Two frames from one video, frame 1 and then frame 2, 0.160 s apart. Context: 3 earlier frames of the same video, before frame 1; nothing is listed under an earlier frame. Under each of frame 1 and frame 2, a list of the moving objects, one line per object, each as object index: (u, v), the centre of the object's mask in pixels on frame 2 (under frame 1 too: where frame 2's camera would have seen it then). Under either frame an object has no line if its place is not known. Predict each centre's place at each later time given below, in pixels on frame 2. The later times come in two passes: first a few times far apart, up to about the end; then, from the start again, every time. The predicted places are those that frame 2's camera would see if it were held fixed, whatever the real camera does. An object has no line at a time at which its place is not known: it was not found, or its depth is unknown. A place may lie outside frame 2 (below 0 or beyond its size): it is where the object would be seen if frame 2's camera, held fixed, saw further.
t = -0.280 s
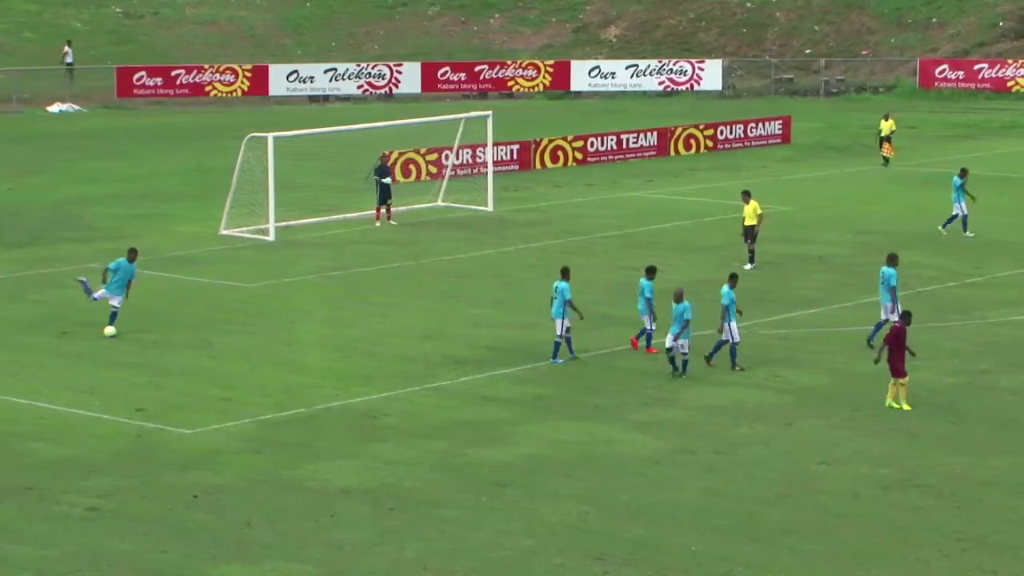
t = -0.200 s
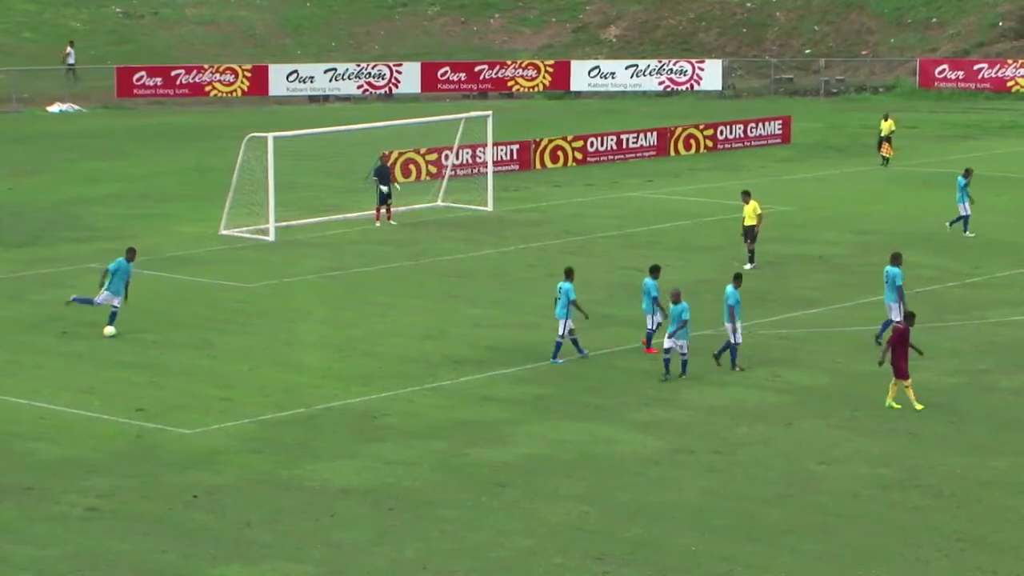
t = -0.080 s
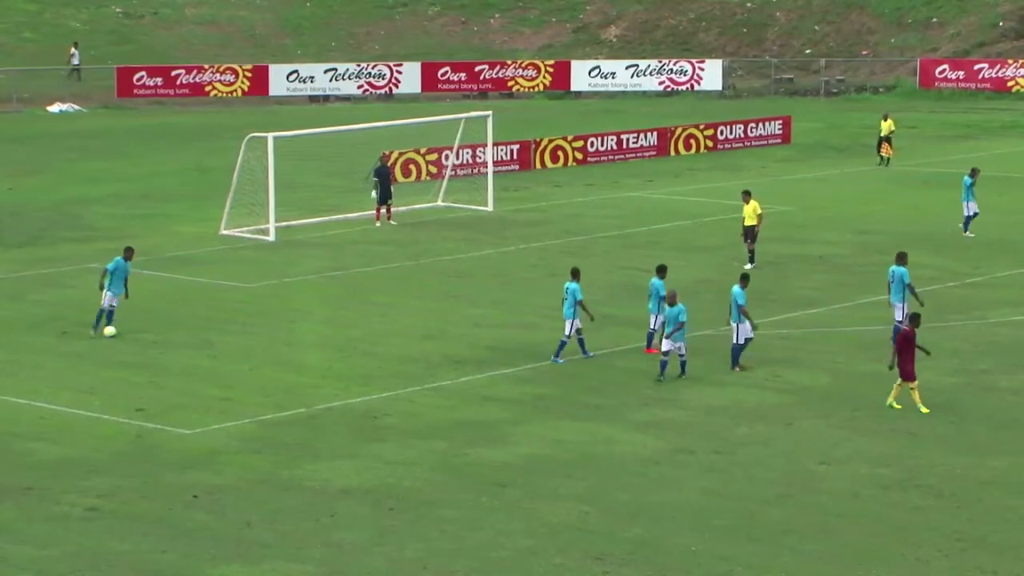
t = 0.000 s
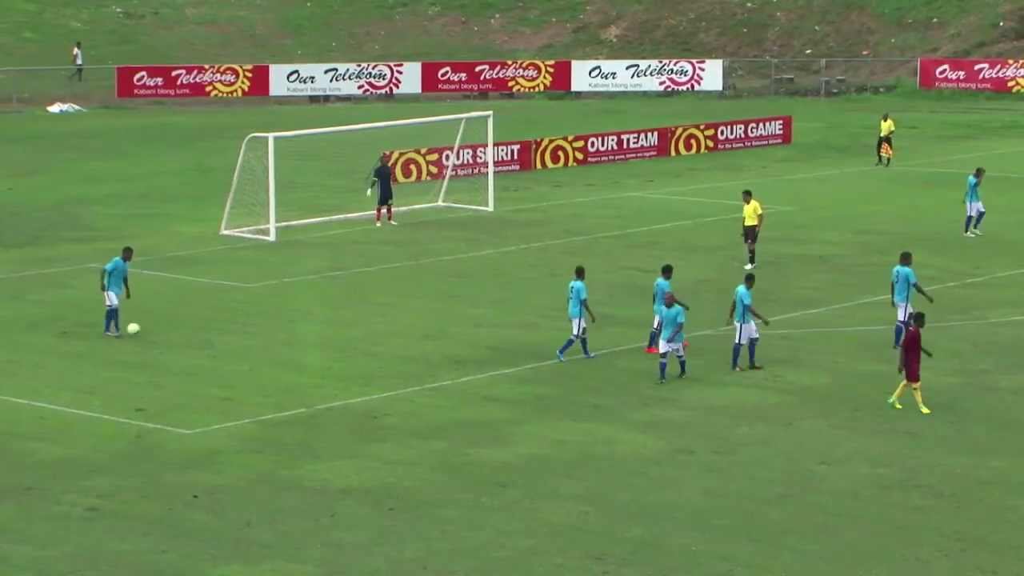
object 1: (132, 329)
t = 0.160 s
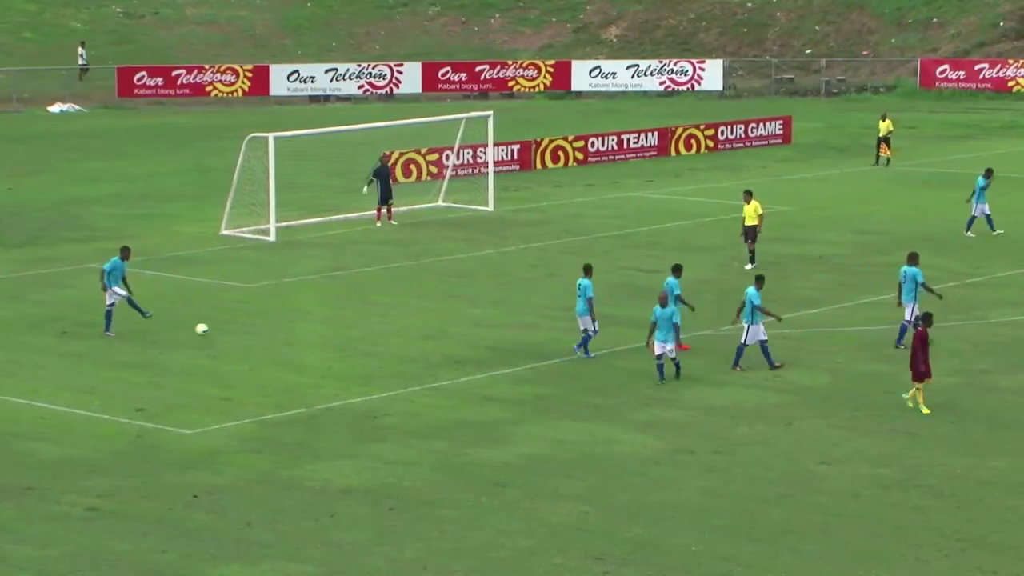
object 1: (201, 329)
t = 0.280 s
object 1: (247, 332)
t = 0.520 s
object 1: (320, 334)
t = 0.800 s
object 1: (382, 335)
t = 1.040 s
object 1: (434, 336)
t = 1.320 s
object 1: (490, 336)
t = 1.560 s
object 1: (535, 338)
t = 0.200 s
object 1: (219, 332)
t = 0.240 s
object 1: (235, 333)
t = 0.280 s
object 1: (247, 332)
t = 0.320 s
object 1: (259, 330)
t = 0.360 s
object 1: (271, 328)
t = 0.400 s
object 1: (283, 329)
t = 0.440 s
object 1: (295, 329)
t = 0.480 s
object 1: (307, 331)
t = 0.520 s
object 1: (320, 334)
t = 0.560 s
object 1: (330, 334)
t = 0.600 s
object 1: (338, 332)
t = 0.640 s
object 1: (347, 332)
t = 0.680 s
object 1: (355, 332)
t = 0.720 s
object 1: (365, 334)
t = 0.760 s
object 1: (373, 335)
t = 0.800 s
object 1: (382, 335)
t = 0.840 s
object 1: (390, 334)
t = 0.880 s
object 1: (399, 335)
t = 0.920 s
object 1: (408, 336)
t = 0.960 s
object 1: (416, 335)
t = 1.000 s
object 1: (425, 335)
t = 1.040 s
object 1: (434, 336)
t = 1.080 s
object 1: (442, 337)
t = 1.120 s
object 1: (450, 336)
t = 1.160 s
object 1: (459, 336)
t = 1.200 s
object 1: (466, 337)
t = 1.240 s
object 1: (475, 337)
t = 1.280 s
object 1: (482, 337)
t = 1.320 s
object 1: (490, 336)
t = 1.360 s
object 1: (498, 337)
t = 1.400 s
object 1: (505, 338)
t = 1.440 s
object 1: (513, 337)
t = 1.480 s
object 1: (520, 337)
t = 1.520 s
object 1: (528, 337)
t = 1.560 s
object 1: (535, 338)
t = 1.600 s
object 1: (543, 338)
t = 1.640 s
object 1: (550, 338)
